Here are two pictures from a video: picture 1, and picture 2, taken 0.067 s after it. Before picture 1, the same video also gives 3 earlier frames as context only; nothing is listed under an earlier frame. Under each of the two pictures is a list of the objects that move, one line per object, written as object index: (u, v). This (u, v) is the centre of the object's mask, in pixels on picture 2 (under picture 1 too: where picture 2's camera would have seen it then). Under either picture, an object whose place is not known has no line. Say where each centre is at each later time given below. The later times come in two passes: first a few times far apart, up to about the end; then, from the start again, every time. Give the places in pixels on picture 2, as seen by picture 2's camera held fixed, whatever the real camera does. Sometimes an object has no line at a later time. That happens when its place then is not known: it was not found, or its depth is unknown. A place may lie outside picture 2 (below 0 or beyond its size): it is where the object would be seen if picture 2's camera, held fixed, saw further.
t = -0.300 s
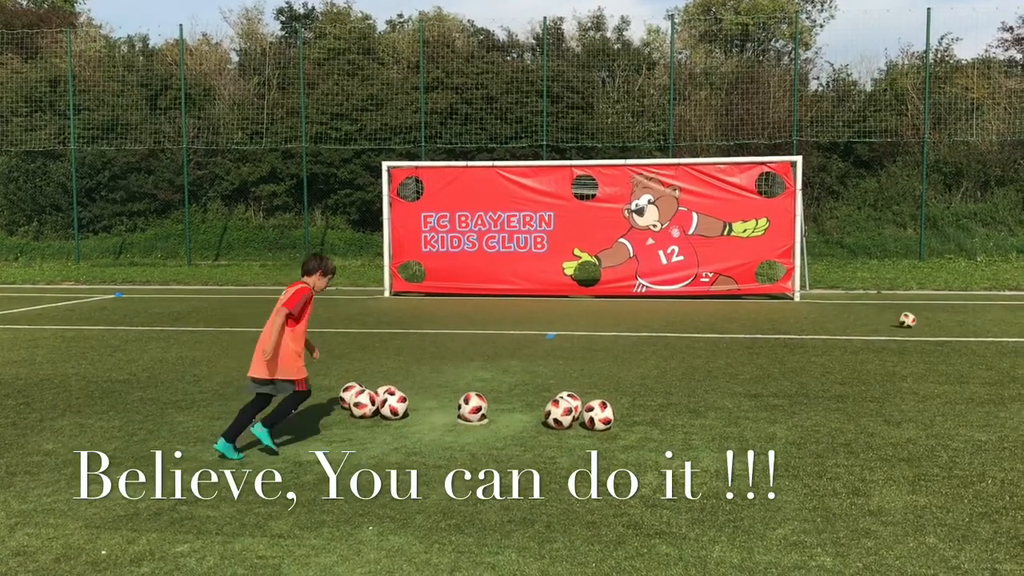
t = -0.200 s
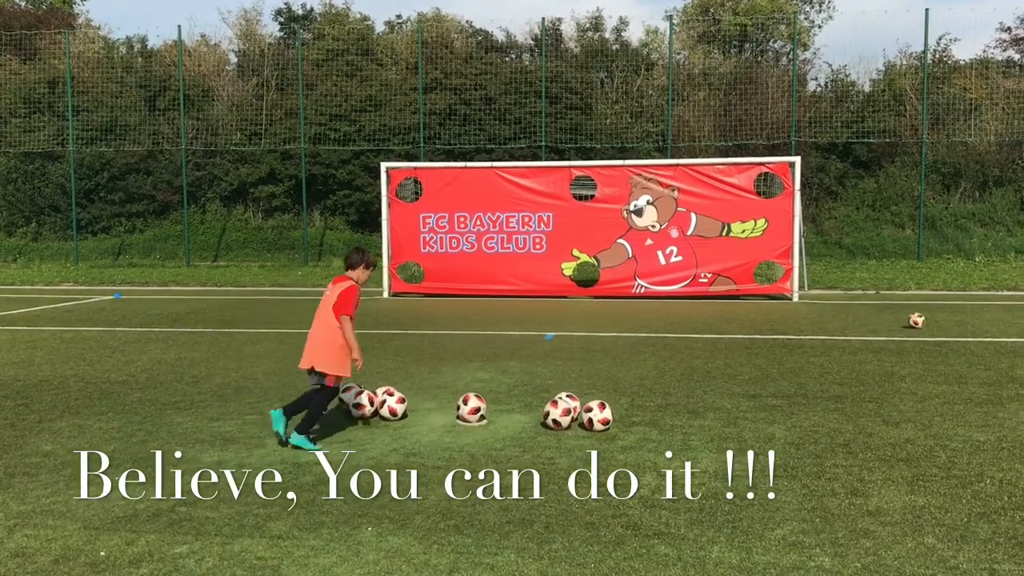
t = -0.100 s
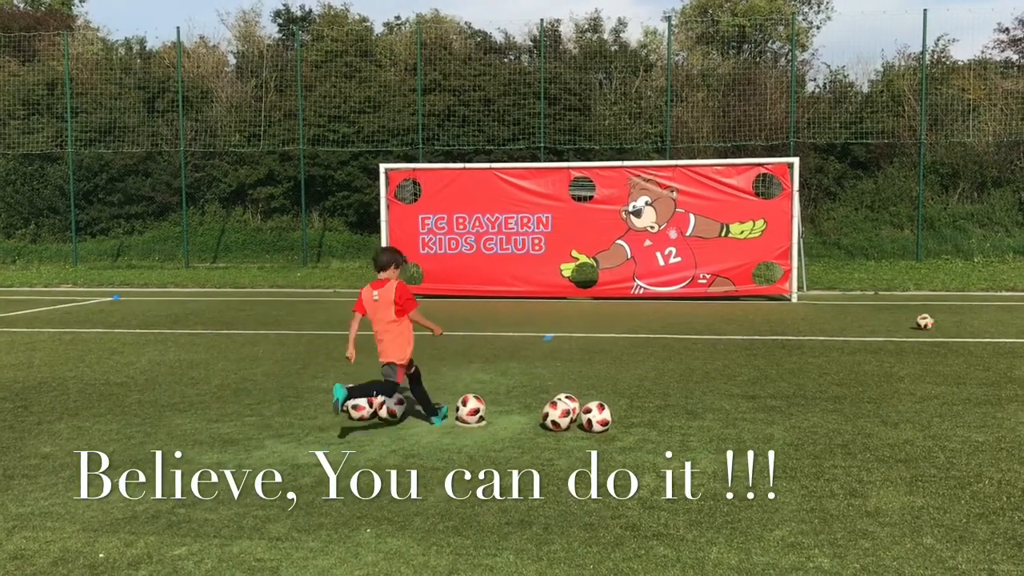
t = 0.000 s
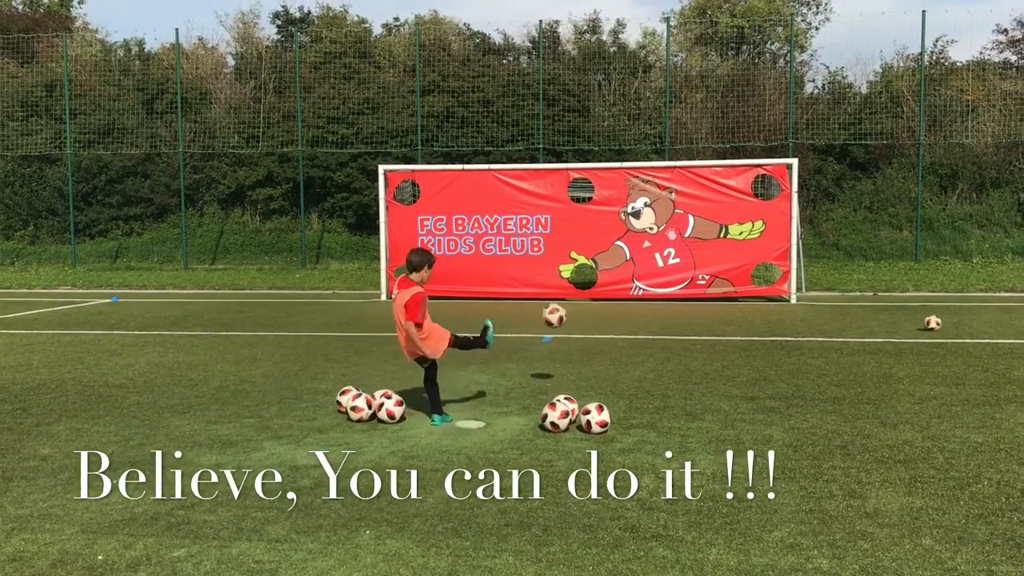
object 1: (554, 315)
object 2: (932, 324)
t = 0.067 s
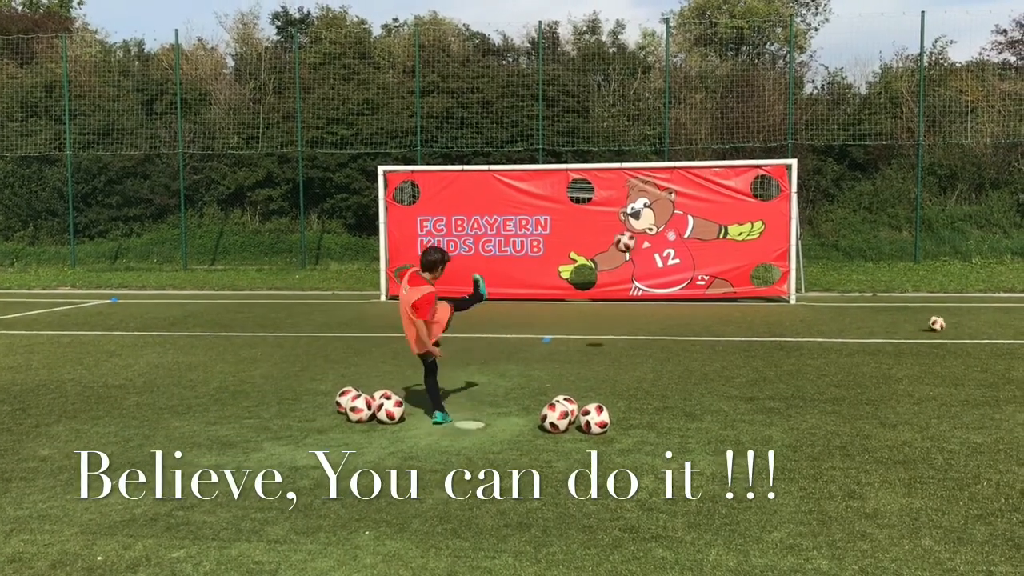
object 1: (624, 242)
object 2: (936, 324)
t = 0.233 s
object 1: (723, 162)
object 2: (947, 324)
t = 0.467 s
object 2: (955, 325)
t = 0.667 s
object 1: (838, 162)
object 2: (956, 325)
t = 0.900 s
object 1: (895, 97)
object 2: (955, 325)
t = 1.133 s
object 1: (962, 201)
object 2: (955, 324)
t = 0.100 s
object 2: (939, 324)
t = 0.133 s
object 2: (941, 324)
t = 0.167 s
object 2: (943, 324)
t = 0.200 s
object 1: (711, 169)
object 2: (945, 324)
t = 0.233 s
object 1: (723, 162)
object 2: (947, 324)
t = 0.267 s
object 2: (949, 324)
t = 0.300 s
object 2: (950, 324)
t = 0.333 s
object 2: (952, 324)
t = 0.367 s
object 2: (953, 325)
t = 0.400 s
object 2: (954, 325)
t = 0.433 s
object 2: (954, 325)
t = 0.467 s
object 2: (955, 325)
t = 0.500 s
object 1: (804, 285)
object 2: (955, 325)
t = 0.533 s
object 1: (810, 256)
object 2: (956, 325)
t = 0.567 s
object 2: (956, 325)
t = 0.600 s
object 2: (956, 325)
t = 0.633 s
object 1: (830, 182)
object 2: (956, 325)
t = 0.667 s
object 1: (838, 162)
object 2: (956, 325)
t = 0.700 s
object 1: (846, 144)
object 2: (955, 325)
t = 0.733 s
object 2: (955, 325)
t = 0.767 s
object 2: (955, 325)
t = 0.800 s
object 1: (869, 106)
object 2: (955, 324)
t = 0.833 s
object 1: (877, 100)
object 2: (955, 325)
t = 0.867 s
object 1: (885, 97)
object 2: (955, 325)
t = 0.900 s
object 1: (895, 97)
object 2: (955, 325)
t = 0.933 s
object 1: (903, 100)
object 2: (955, 325)
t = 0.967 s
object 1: (912, 106)
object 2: (955, 325)
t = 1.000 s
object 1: (922, 117)
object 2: (955, 325)
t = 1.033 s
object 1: (932, 132)
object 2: (955, 325)
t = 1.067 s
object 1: (942, 150)
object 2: (955, 325)
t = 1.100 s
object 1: (950, 174)
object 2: (955, 325)
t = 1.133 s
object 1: (962, 201)
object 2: (955, 324)
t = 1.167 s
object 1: (971, 234)
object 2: (955, 325)
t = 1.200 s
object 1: (981, 271)
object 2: (955, 325)
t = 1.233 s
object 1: (991, 314)
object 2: (955, 325)
